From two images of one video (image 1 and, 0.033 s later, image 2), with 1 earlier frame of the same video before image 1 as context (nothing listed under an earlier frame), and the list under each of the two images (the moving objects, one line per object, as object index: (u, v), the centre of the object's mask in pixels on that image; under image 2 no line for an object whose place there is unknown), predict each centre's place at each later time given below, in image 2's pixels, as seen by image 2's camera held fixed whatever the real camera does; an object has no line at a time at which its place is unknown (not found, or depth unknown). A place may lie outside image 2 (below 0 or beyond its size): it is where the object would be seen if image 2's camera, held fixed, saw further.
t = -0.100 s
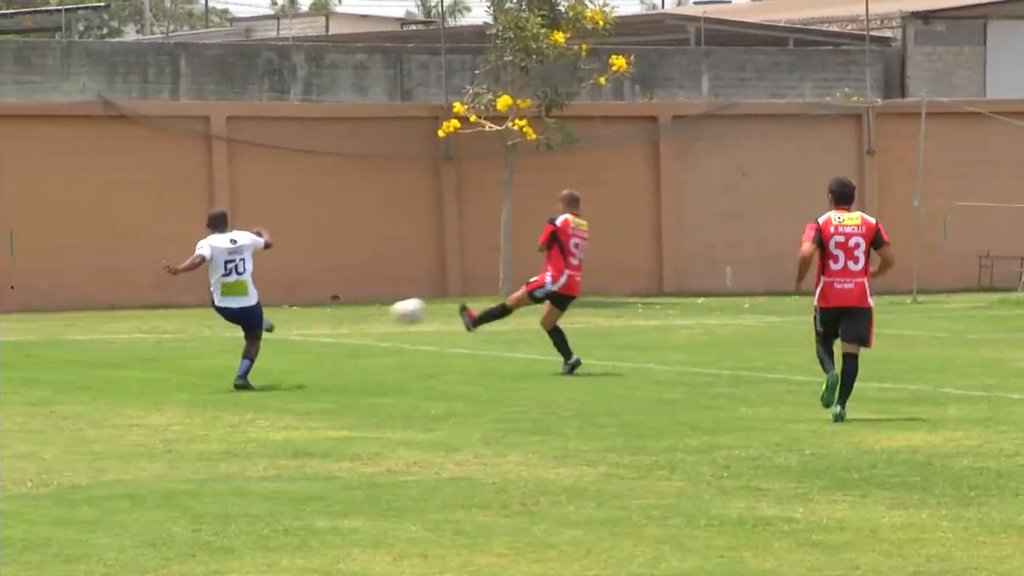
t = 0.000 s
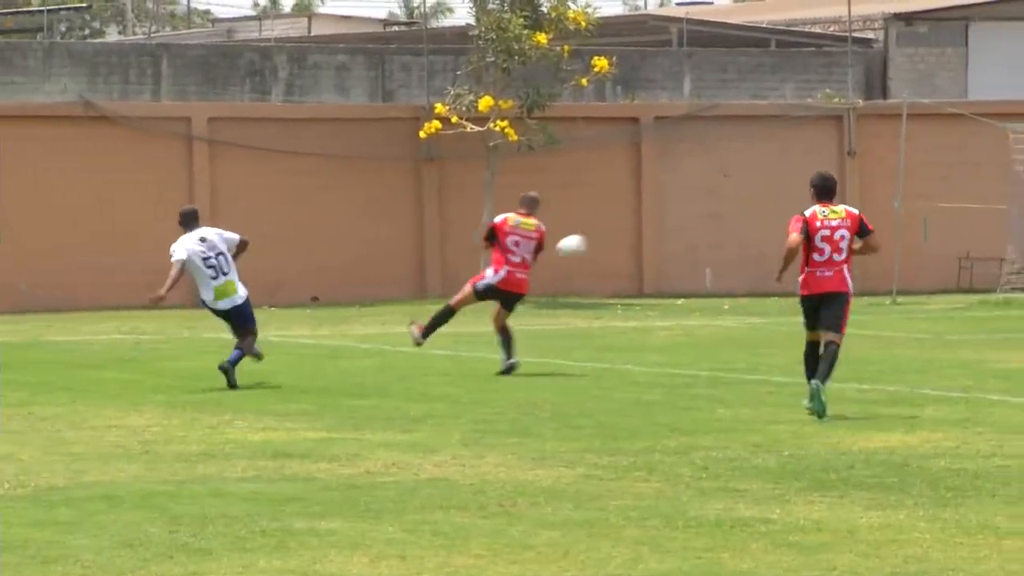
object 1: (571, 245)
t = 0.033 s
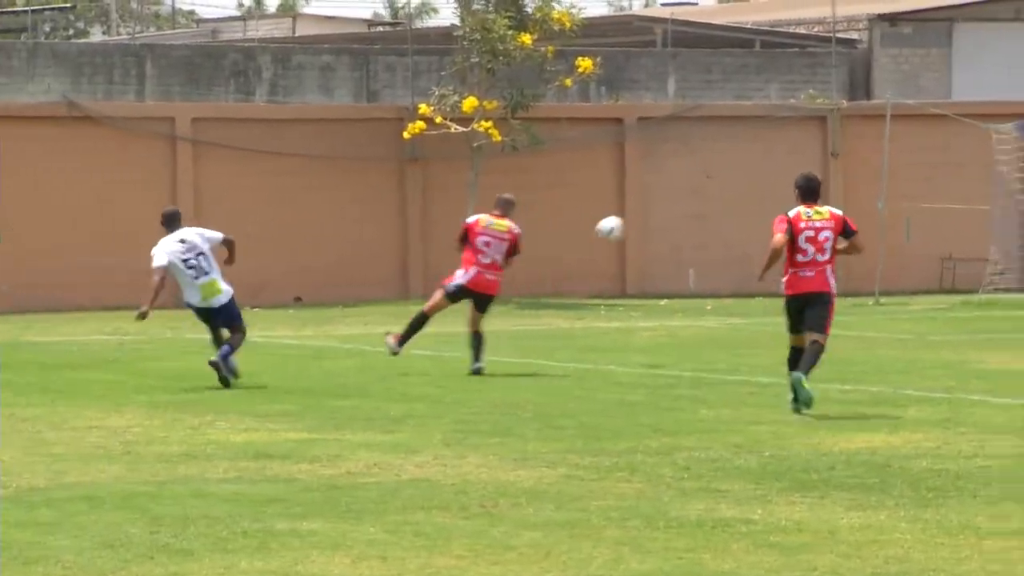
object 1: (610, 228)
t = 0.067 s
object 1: (658, 210)
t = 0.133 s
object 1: (752, 182)
